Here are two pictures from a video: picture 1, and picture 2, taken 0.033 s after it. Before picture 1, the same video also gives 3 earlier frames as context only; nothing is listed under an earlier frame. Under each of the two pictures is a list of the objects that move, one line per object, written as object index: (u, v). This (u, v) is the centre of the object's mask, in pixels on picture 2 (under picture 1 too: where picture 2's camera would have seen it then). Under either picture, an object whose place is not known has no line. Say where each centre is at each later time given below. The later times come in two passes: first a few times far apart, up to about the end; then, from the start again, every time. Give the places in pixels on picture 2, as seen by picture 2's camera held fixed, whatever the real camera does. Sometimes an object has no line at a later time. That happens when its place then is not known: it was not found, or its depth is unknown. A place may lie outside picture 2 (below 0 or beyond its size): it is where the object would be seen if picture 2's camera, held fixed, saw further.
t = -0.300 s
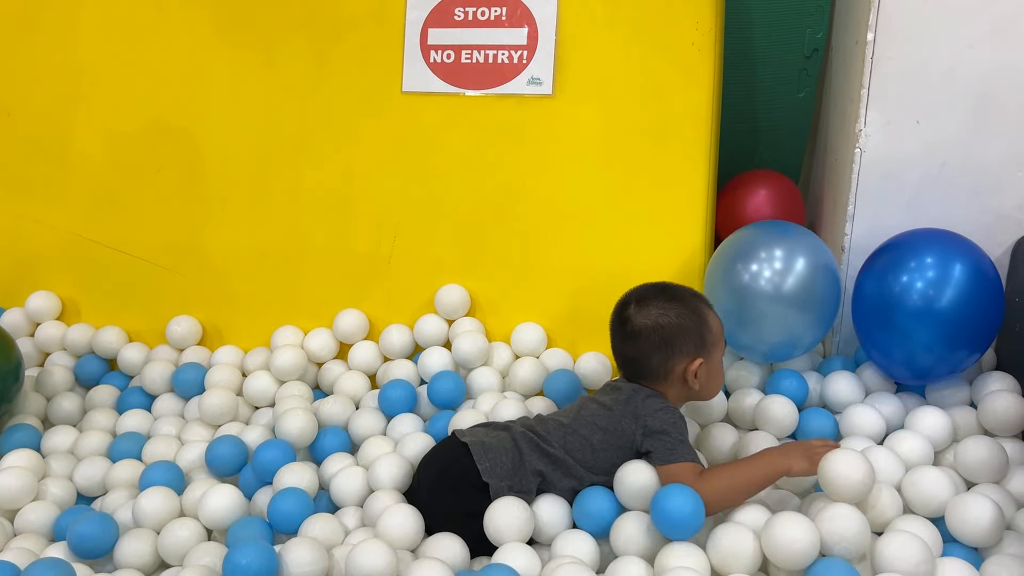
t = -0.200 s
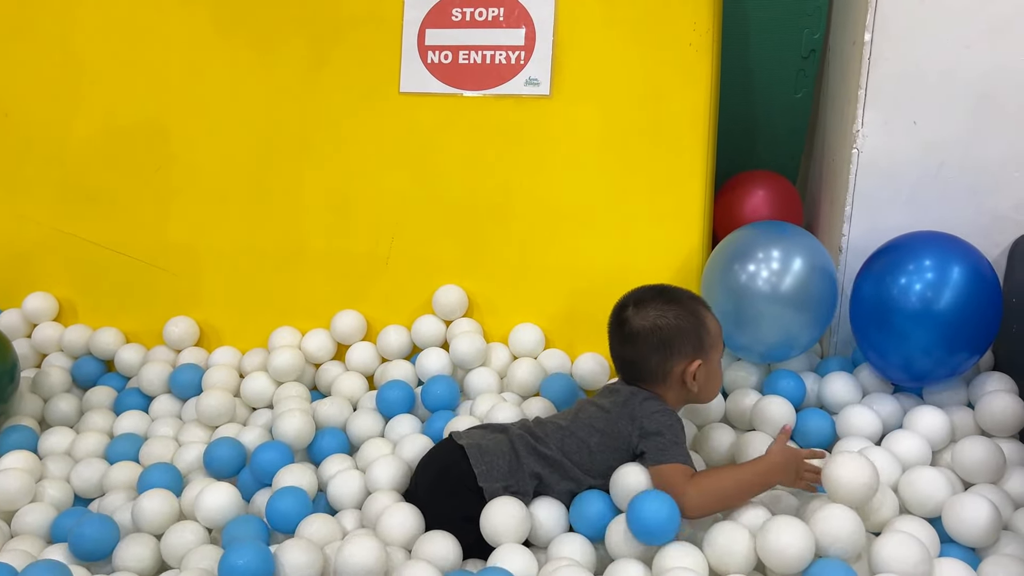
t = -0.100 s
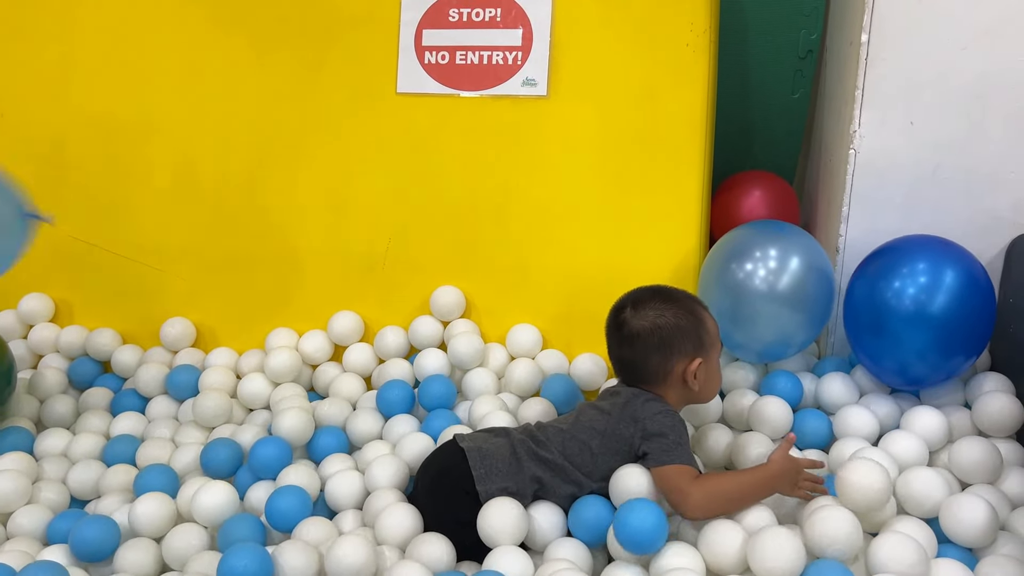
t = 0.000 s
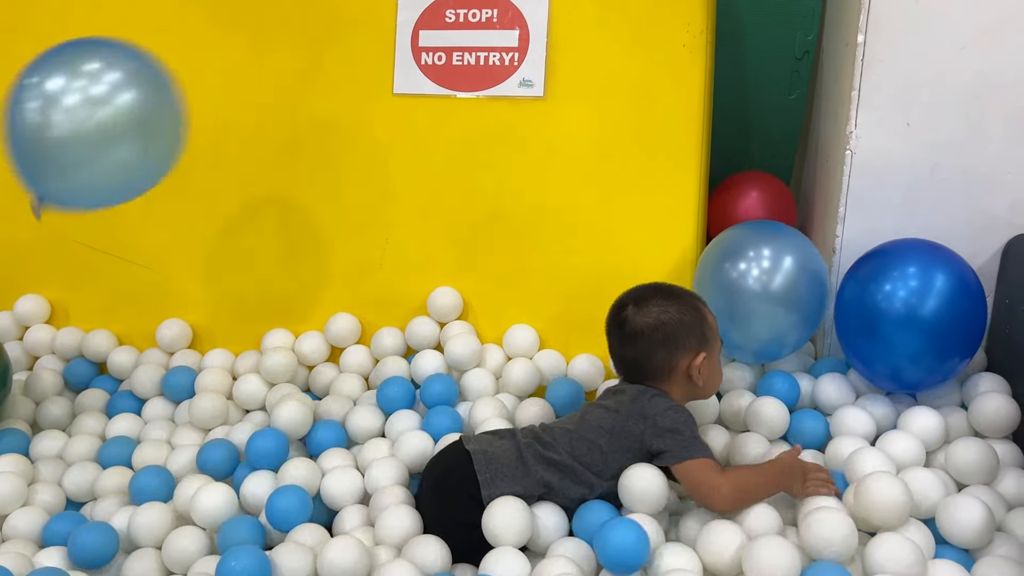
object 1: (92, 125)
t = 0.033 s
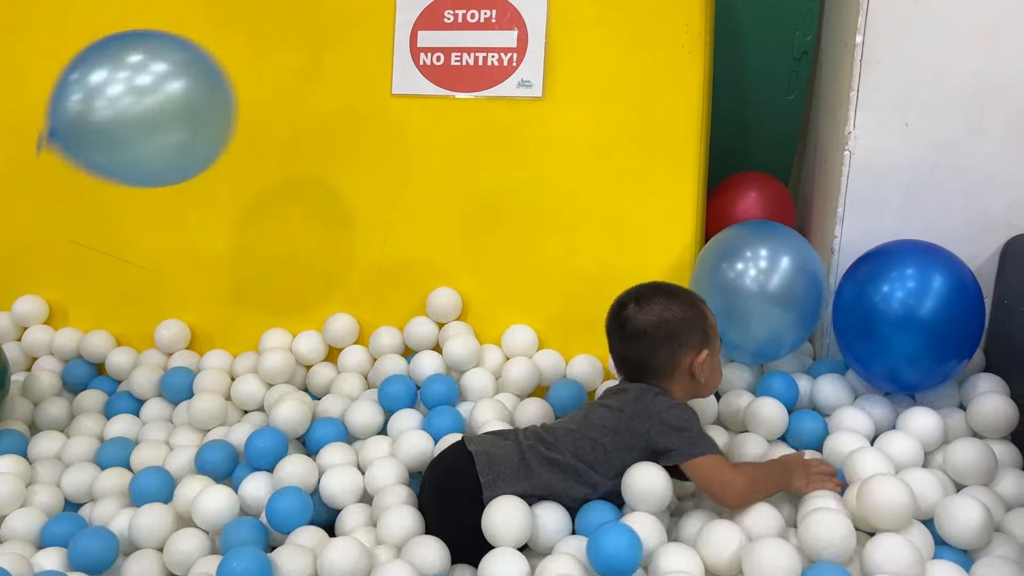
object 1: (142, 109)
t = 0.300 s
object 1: (400, 107)
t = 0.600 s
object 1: (489, 194)
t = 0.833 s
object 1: (512, 304)
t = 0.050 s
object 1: (166, 104)
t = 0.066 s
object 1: (186, 99)
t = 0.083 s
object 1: (208, 97)
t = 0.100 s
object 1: (227, 94)
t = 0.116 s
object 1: (244, 94)
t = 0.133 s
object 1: (261, 93)
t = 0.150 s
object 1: (276, 93)
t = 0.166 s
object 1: (291, 93)
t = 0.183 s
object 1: (305, 93)
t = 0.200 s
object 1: (320, 94)
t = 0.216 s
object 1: (333, 94)
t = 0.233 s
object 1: (347, 95)
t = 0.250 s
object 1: (360, 97)
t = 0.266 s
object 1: (374, 100)
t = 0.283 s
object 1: (387, 103)
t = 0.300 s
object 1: (400, 107)
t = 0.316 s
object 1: (412, 113)
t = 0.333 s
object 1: (423, 119)
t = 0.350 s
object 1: (433, 125)
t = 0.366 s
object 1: (442, 132)
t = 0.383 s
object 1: (451, 138)
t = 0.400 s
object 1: (458, 143)
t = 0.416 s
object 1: (461, 146)
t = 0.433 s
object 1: (464, 149)
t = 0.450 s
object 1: (466, 152)
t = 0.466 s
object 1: (469, 155)
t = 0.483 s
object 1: (472, 159)
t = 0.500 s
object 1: (474, 163)
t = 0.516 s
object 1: (477, 168)
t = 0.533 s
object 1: (479, 172)
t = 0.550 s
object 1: (482, 177)
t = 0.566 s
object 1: (485, 182)
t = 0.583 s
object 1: (487, 188)
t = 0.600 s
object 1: (489, 194)
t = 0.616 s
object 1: (491, 200)
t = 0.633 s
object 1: (493, 206)
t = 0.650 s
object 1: (496, 213)
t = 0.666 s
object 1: (498, 220)
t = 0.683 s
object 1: (500, 228)
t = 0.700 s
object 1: (501, 235)
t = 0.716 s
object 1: (503, 244)
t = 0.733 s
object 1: (505, 252)
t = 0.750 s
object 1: (507, 261)
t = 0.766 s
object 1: (509, 269)
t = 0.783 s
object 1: (510, 278)
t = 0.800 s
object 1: (512, 288)
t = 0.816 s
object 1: (512, 297)
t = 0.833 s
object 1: (512, 304)
